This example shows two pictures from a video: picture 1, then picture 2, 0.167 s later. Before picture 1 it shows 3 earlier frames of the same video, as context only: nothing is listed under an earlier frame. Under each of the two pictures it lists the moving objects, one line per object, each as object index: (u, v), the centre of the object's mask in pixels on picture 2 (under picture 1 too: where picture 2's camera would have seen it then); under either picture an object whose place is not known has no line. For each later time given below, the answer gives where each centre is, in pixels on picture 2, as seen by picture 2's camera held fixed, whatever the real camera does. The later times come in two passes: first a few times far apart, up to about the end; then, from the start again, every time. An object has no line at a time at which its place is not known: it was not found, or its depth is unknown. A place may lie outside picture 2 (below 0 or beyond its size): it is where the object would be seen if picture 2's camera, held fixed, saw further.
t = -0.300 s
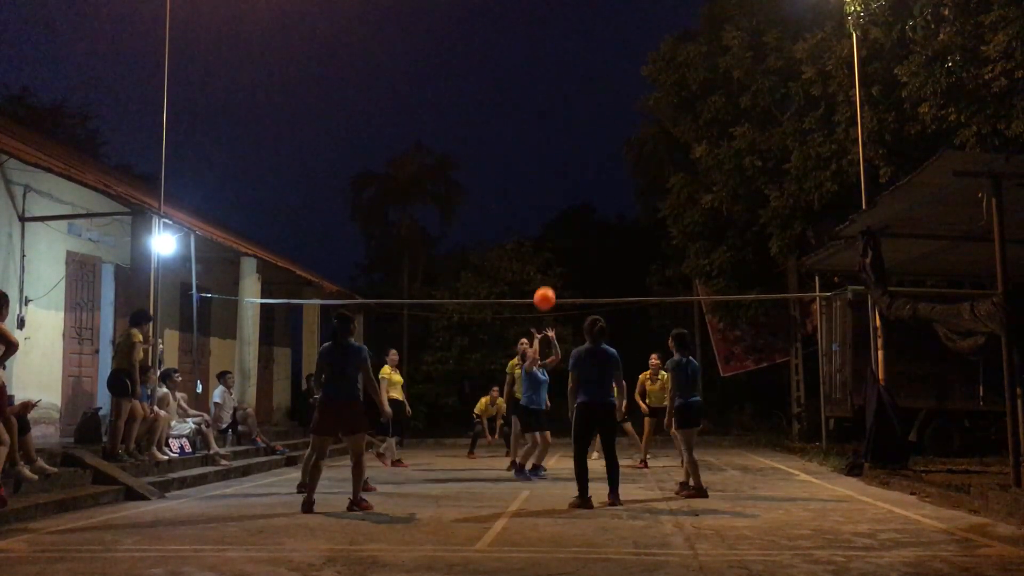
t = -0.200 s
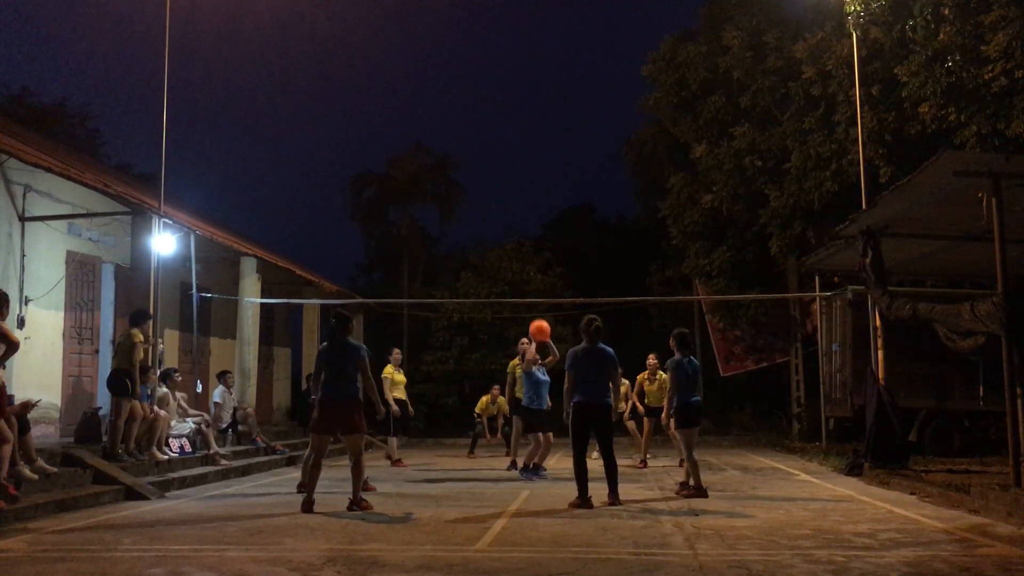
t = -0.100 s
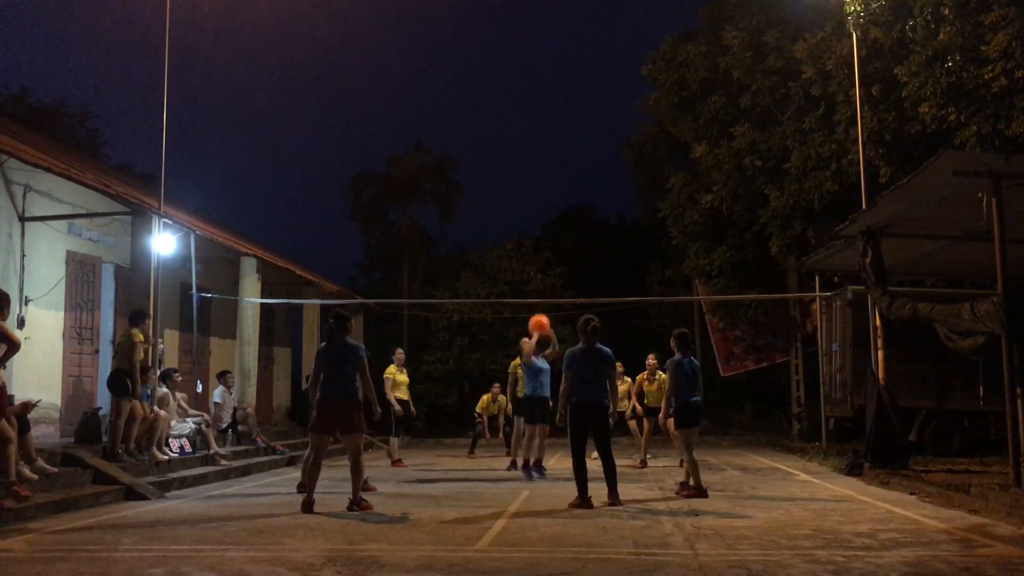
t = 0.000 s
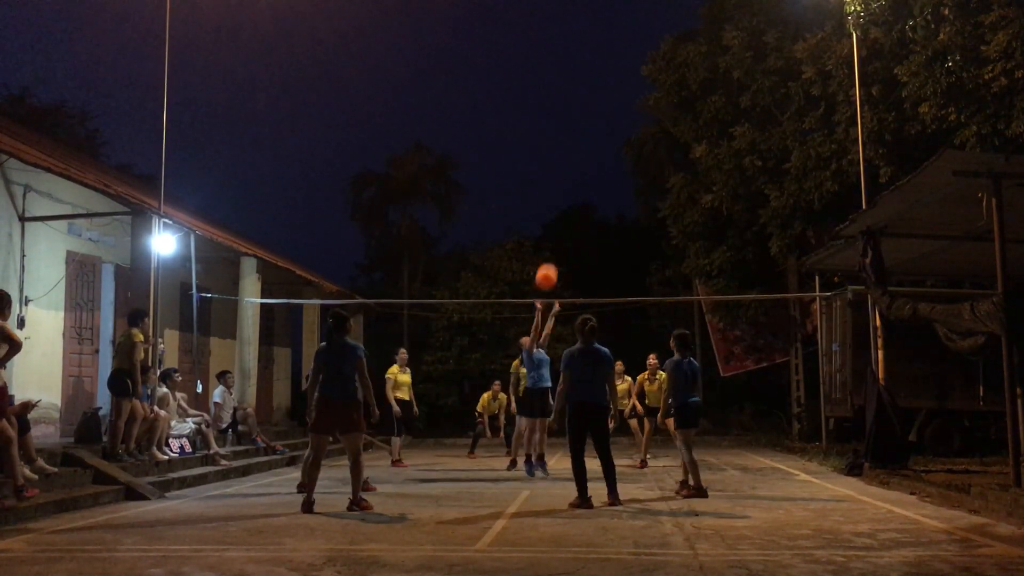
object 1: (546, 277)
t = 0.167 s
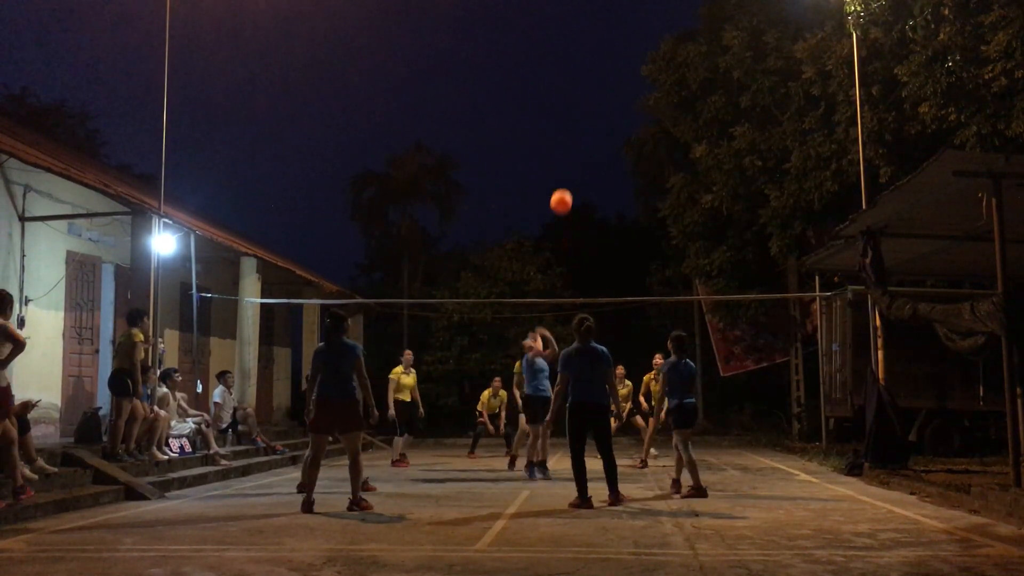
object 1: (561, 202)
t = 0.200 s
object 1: (564, 190)
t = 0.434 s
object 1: (587, 136)
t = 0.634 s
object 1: (607, 126)
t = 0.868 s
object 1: (631, 158)
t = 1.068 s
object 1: (651, 228)
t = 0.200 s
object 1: (564, 190)
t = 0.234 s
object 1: (567, 179)
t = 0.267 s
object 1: (570, 170)
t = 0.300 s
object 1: (574, 161)
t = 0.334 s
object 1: (577, 153)
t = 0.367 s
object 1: (580, 146)
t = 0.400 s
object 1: (583, 140)
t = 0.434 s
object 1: (587, 136)
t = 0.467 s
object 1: (590, 132)
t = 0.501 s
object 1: (593, 129)
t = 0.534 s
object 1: (597, 127)
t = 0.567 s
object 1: (600, 125)
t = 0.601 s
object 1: (604, 125)
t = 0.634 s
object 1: (607, 126)
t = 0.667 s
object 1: (611, 127)
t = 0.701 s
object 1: (614, 130)
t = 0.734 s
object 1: (617, 133)
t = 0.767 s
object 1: (621, 138)
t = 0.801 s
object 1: (624, 144)
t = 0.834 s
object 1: (628, 150)
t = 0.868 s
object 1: (631, 158)
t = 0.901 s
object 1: (634, 167)
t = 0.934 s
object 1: (638, 177)
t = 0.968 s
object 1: (641, 188)
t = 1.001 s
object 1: (645, 201)
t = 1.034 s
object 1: (648, 214)
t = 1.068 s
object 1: (651, 228)
